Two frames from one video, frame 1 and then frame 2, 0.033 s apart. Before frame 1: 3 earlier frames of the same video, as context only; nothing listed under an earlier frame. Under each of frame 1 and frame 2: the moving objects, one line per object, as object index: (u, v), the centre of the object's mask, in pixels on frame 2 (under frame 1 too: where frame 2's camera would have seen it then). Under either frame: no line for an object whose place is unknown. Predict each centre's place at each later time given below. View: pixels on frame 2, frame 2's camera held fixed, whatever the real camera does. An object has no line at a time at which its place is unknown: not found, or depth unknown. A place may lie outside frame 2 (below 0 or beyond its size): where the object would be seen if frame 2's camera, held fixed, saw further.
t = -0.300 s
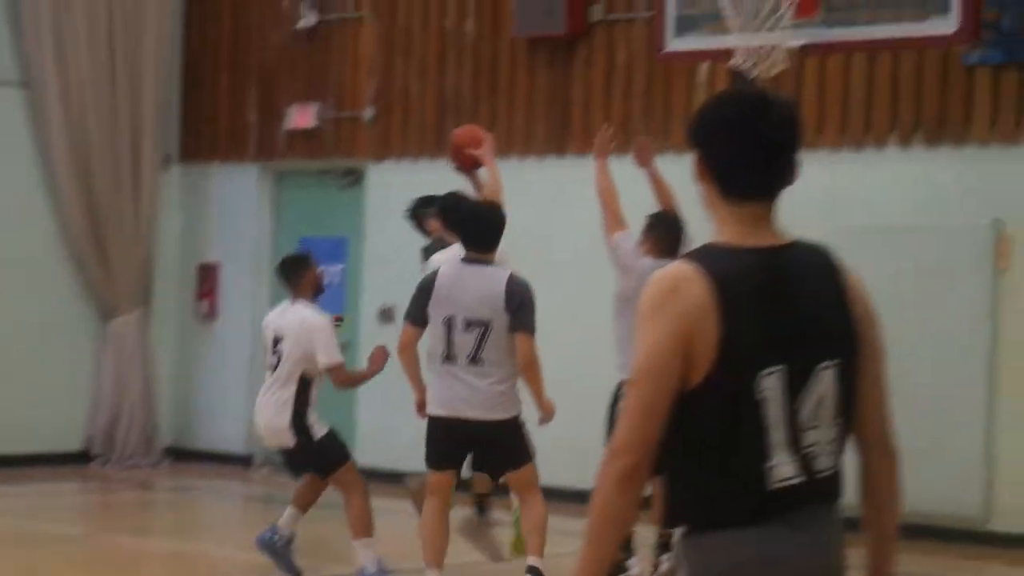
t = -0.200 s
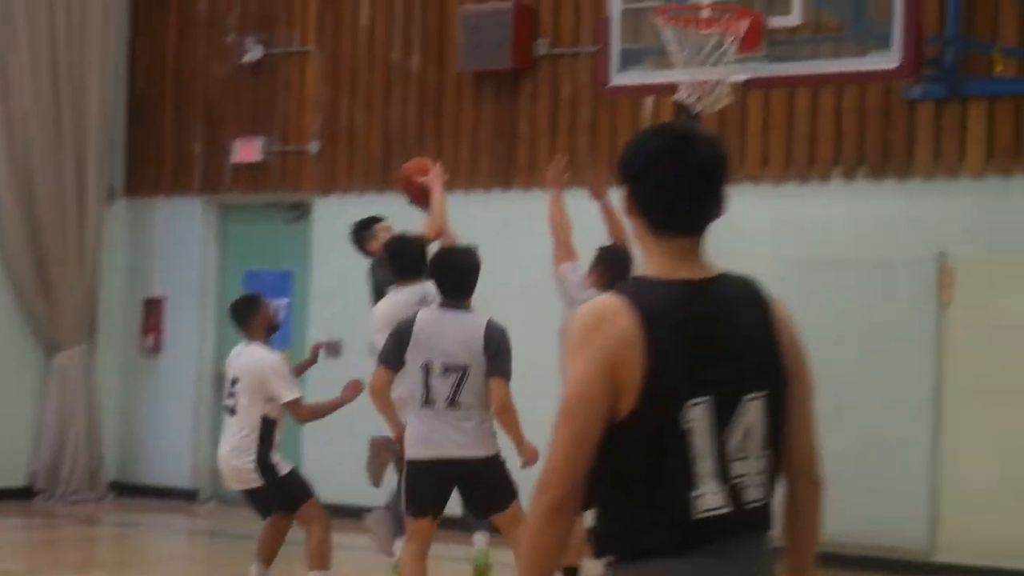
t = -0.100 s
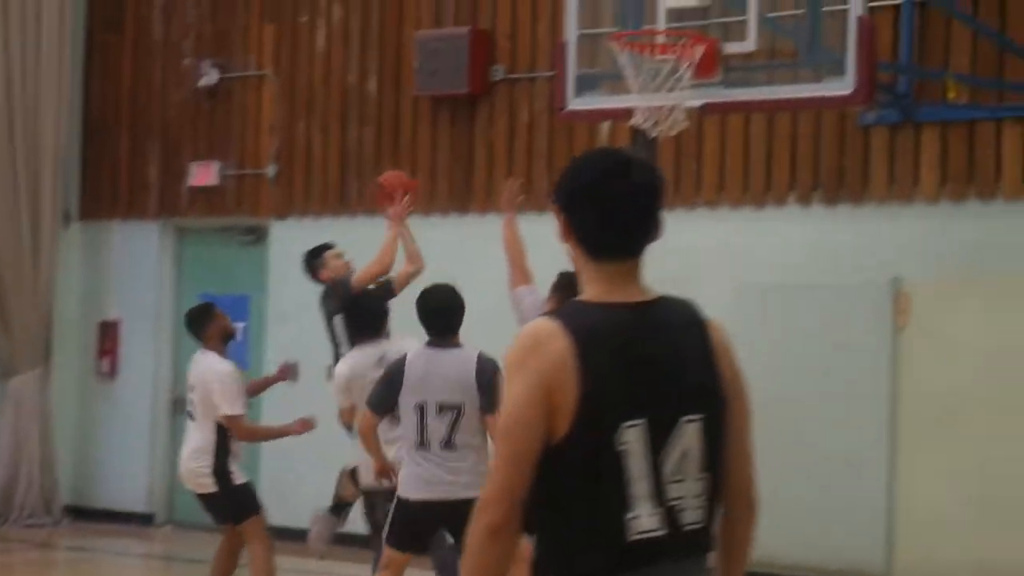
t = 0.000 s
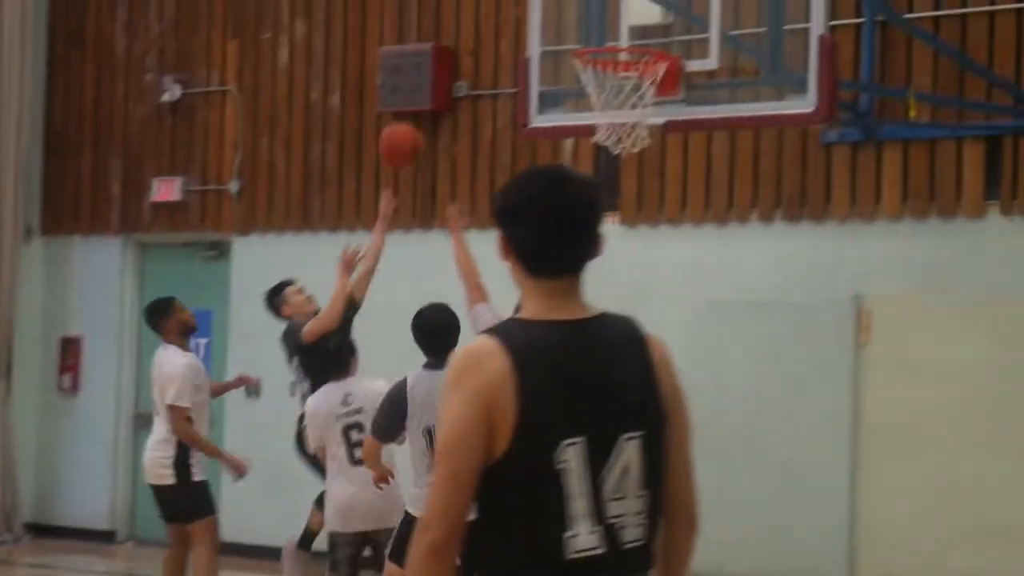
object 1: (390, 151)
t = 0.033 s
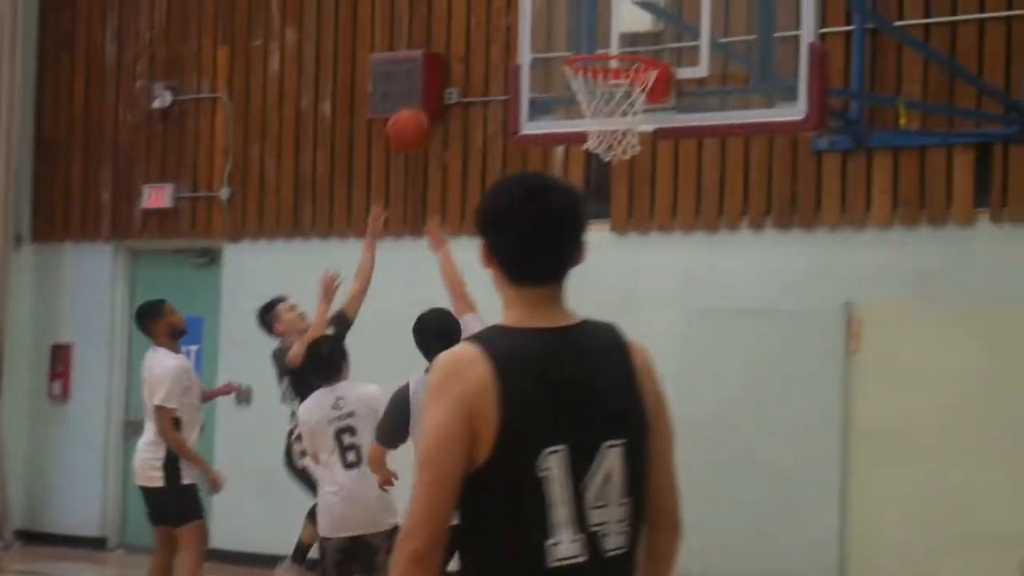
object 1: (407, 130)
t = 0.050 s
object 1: (416, 121)
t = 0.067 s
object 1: (425, 112)
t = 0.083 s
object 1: (434, 104)
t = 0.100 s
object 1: (441, 97)
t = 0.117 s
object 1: (450, 88)
